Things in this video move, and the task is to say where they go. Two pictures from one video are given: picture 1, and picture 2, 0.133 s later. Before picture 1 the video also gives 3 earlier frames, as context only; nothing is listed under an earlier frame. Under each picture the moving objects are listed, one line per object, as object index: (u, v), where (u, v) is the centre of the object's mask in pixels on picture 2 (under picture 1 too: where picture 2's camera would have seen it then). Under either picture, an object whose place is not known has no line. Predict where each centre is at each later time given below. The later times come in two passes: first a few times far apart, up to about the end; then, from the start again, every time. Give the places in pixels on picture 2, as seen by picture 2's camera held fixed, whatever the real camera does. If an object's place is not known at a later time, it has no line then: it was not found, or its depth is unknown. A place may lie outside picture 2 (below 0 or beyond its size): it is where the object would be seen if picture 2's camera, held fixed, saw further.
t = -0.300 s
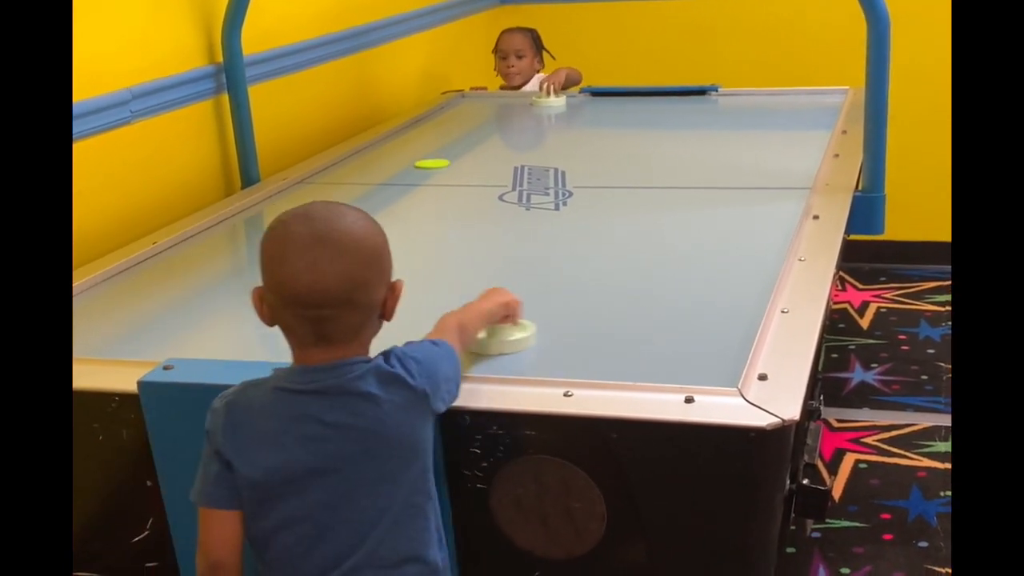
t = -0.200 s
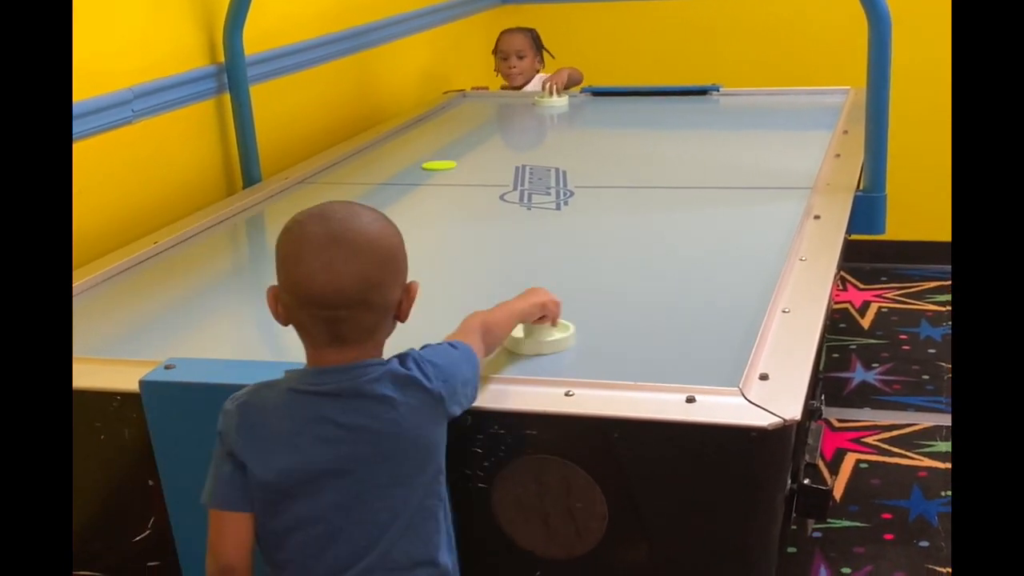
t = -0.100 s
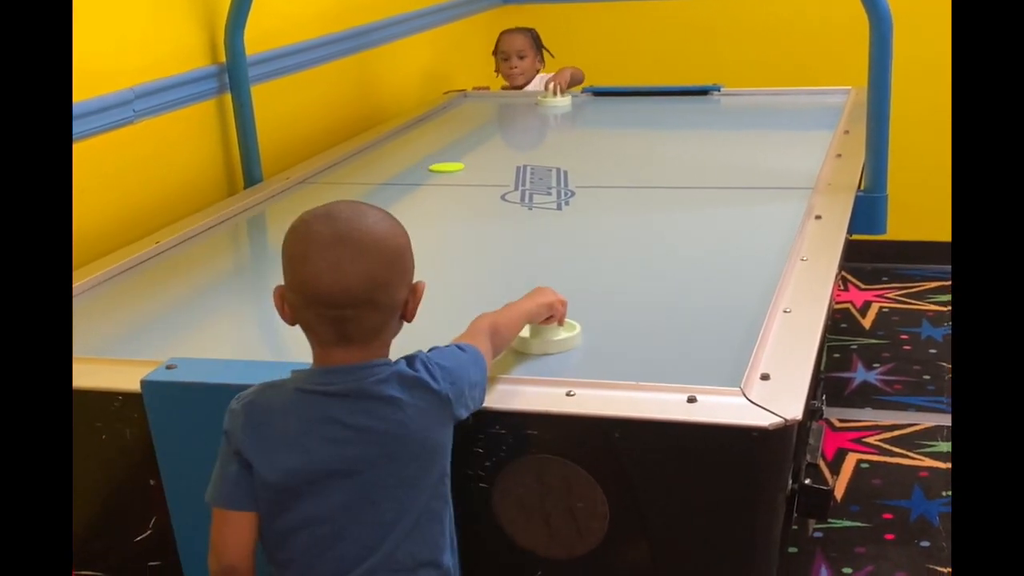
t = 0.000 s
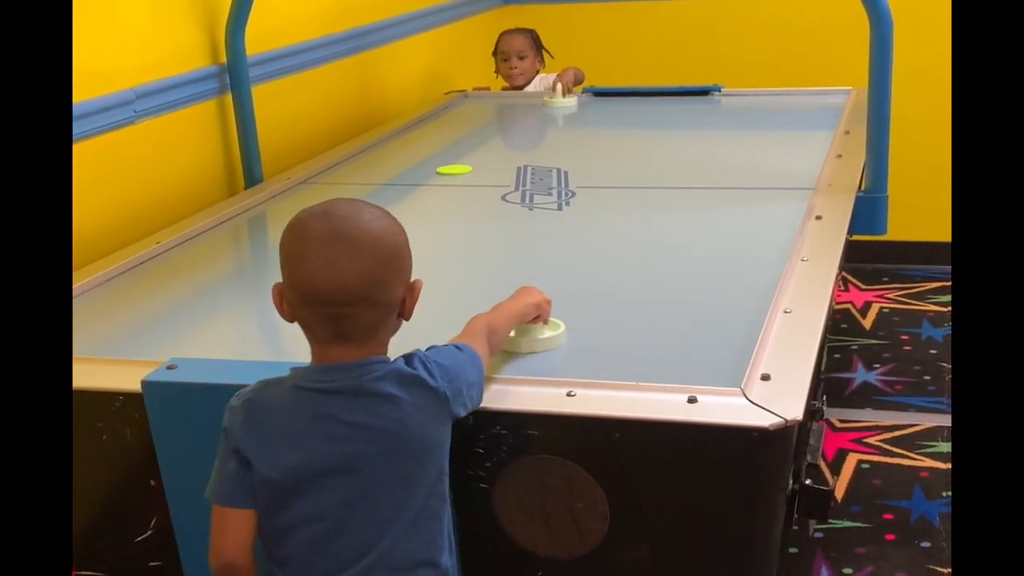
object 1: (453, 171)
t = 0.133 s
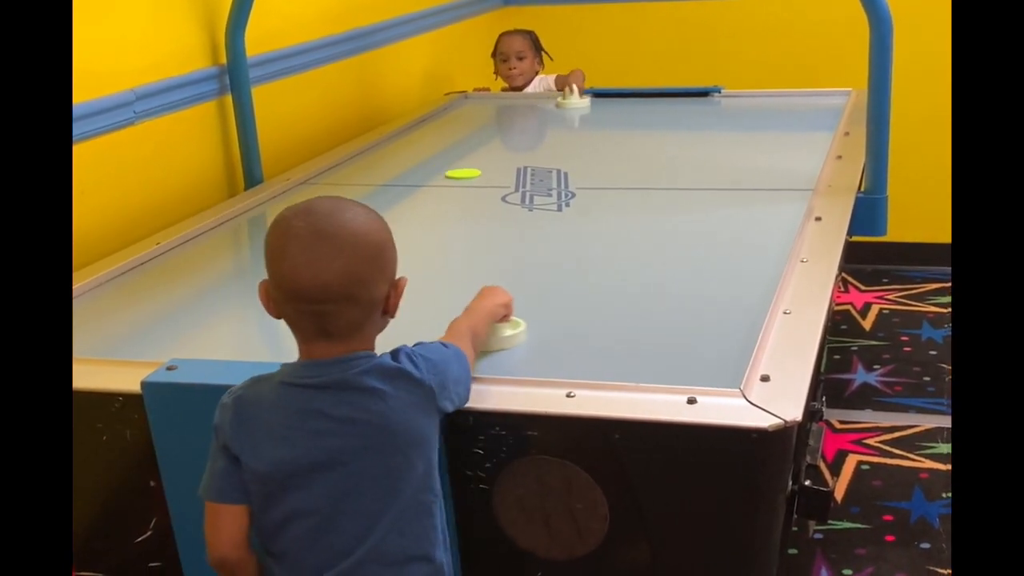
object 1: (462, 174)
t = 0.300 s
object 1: (475, 177)
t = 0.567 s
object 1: (496, 183)
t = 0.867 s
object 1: (522, 191)
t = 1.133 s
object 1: (549, 198)
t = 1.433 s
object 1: (580, 207)
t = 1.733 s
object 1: (613, 216)
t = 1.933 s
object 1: (637, 222)
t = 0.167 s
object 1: (465, 174)
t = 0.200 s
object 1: (467, 175)
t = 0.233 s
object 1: (470, 176)
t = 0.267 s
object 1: (473, 176)
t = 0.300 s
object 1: (475, 177)
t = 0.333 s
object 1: (478, 178)
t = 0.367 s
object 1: (480, 179)
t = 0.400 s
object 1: (483, 179)
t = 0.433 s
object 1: (485, 180)
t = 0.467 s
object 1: (488, 181)
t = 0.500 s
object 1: (491, 182)
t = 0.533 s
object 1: (494, 183)
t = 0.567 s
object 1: (496, 183)
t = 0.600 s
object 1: (499, 184)
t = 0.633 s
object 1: (502, 185)
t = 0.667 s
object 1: (505, 186)
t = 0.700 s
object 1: (508, 187)
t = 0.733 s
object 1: (510, 188)
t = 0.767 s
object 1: (514, 188)
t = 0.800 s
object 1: (517, 189)
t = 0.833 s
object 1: (520, 190)
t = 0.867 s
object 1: (522, 191)
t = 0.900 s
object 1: (526, 192)
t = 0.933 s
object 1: (529, 193)
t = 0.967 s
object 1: (532, 194)
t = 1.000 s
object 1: (536, 195)
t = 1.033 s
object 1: (539, 196)
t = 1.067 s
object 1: (543, 196)
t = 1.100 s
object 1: (546, 197)
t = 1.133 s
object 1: (549, 198)
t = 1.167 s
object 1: (552, 199)
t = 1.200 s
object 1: (556, 200)
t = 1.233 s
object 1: (559, 201)
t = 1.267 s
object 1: (562, 202)
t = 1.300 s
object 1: (566, 203)
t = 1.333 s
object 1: (570, 204)
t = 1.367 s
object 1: (573, 205)
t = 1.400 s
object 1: (577, 206)
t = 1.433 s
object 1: (580, 207)
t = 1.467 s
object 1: (583, 208)
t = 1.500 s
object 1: (587, 209)
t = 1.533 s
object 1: (591, 210)
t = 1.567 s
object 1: (595, 211)
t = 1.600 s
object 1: (598, 212)
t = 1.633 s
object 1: (602, 213)
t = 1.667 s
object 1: (606, 214)
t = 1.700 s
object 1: (609, 215)
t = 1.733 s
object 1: (613, 216)
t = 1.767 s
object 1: (617, 217)
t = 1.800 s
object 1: (621, 218)
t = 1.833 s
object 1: (625, 219)
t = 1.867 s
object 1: (629, 220)
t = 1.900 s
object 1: (633, 221)
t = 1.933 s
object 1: (637, 222)
